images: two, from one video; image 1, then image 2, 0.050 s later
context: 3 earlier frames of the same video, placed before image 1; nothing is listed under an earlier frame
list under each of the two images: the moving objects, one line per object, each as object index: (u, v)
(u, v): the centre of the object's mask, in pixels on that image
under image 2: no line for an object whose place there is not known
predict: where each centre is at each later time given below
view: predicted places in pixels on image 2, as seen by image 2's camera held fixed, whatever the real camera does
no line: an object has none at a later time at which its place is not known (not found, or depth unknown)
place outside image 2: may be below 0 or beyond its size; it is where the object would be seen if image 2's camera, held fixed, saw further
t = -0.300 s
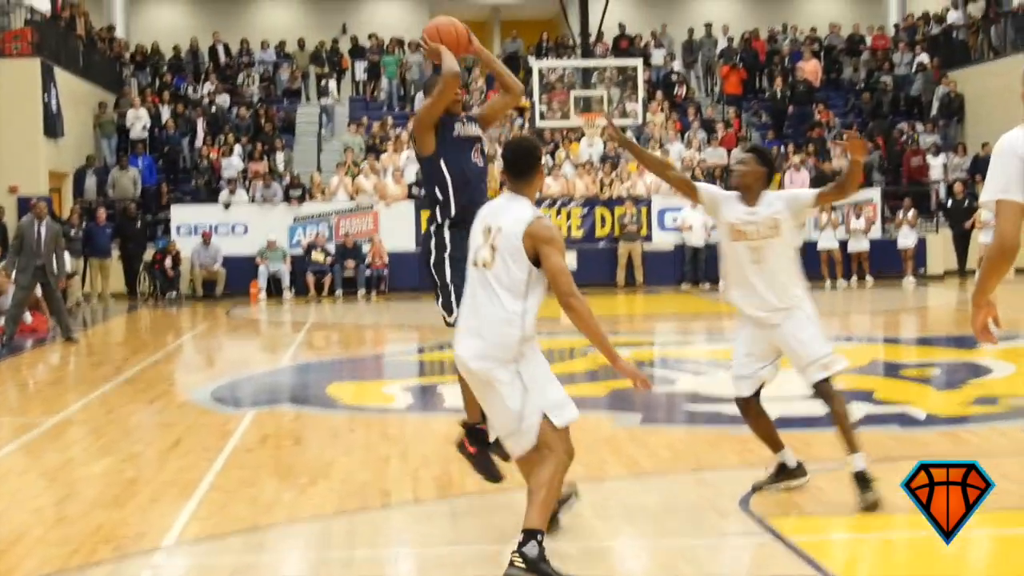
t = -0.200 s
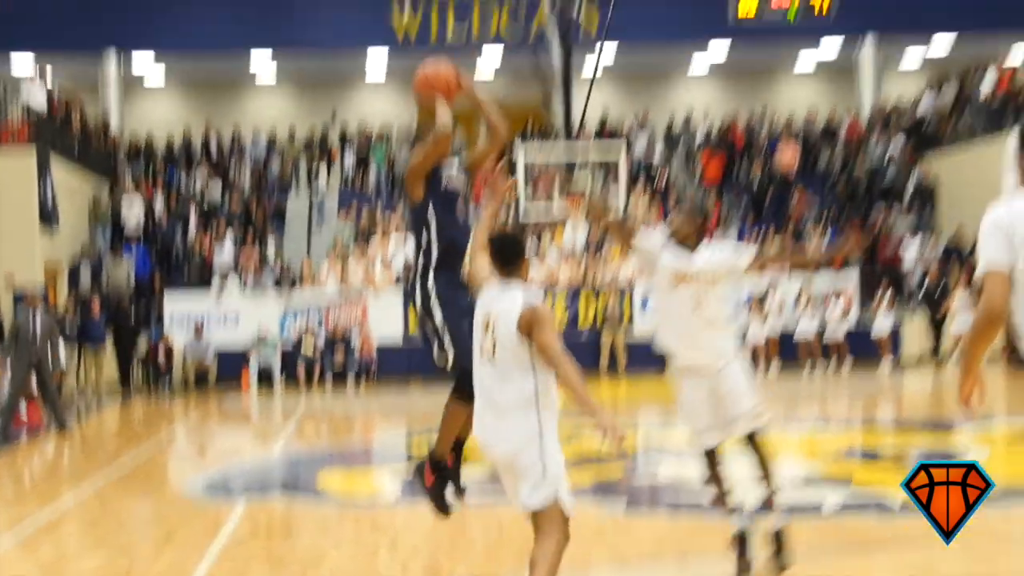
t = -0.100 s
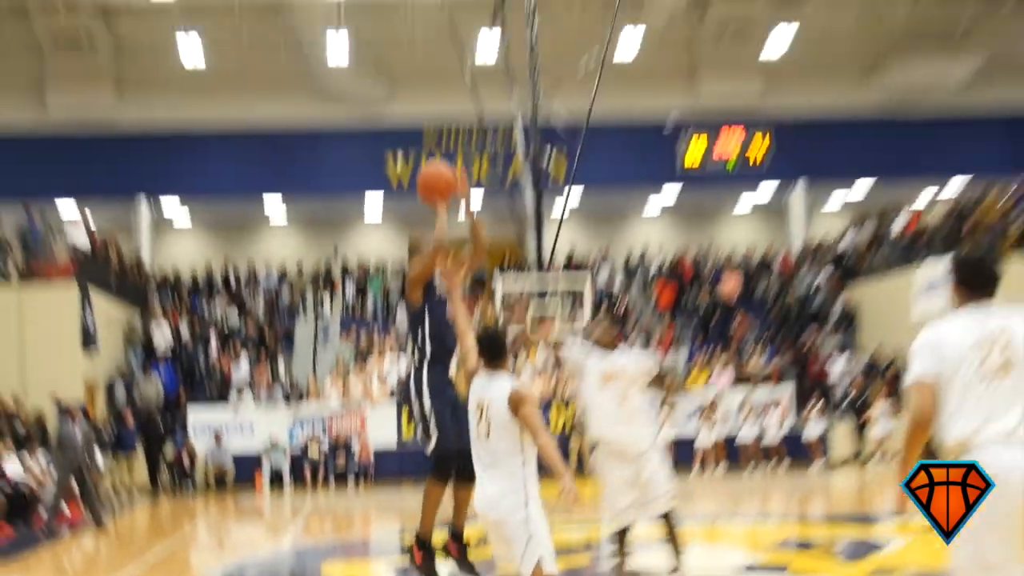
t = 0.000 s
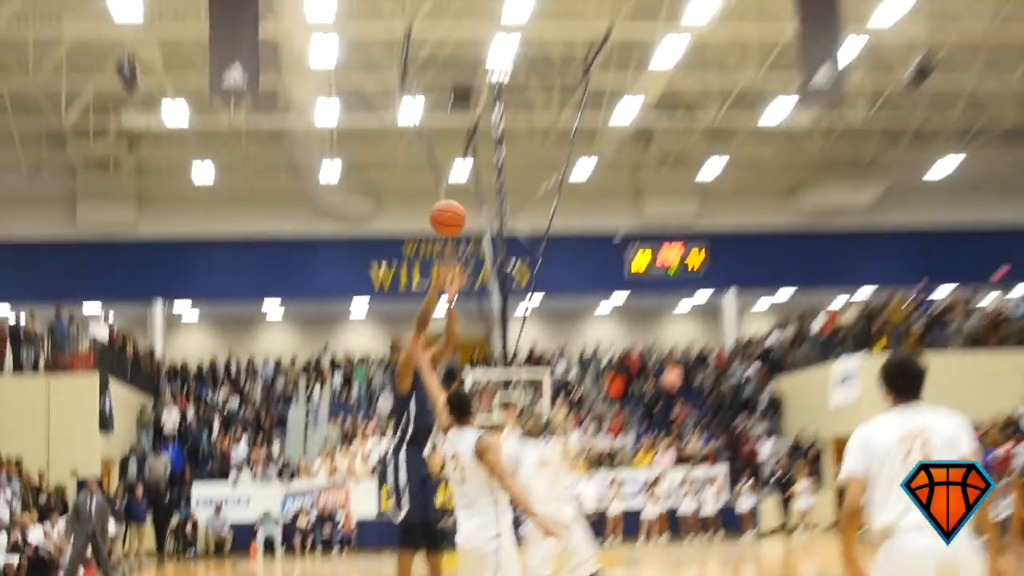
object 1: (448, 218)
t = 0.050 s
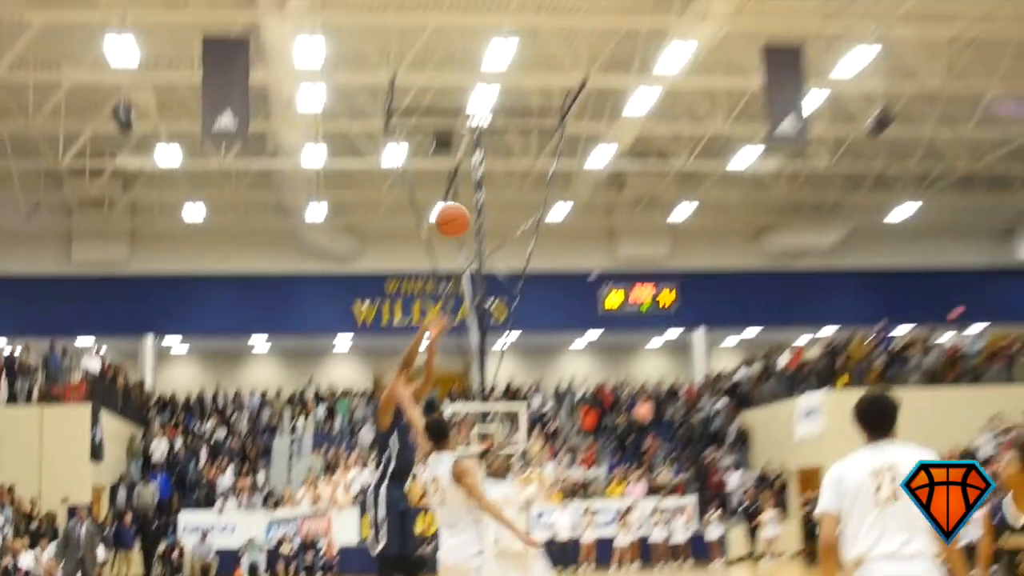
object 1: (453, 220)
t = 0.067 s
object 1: (461, 209)
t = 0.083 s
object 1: (469, 197)
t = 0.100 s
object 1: (478, 186)
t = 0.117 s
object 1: (488, 174)
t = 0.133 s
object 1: (496, 163)
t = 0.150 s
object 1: (505, 152)
